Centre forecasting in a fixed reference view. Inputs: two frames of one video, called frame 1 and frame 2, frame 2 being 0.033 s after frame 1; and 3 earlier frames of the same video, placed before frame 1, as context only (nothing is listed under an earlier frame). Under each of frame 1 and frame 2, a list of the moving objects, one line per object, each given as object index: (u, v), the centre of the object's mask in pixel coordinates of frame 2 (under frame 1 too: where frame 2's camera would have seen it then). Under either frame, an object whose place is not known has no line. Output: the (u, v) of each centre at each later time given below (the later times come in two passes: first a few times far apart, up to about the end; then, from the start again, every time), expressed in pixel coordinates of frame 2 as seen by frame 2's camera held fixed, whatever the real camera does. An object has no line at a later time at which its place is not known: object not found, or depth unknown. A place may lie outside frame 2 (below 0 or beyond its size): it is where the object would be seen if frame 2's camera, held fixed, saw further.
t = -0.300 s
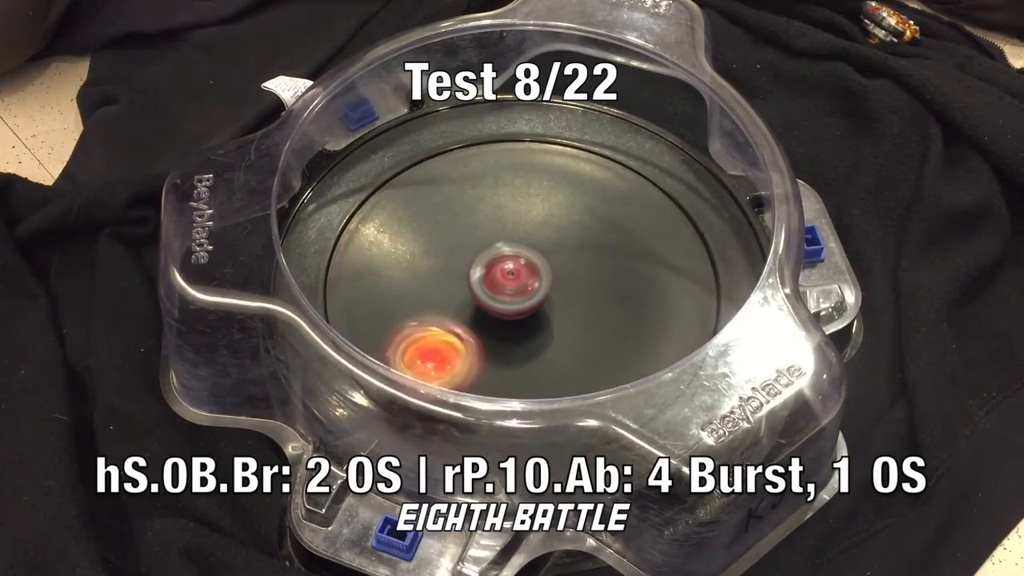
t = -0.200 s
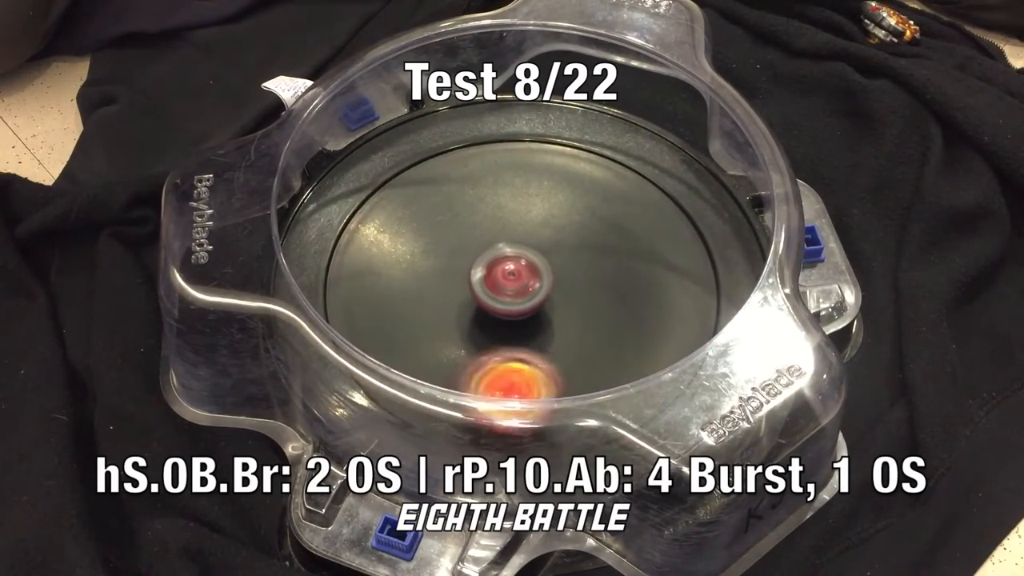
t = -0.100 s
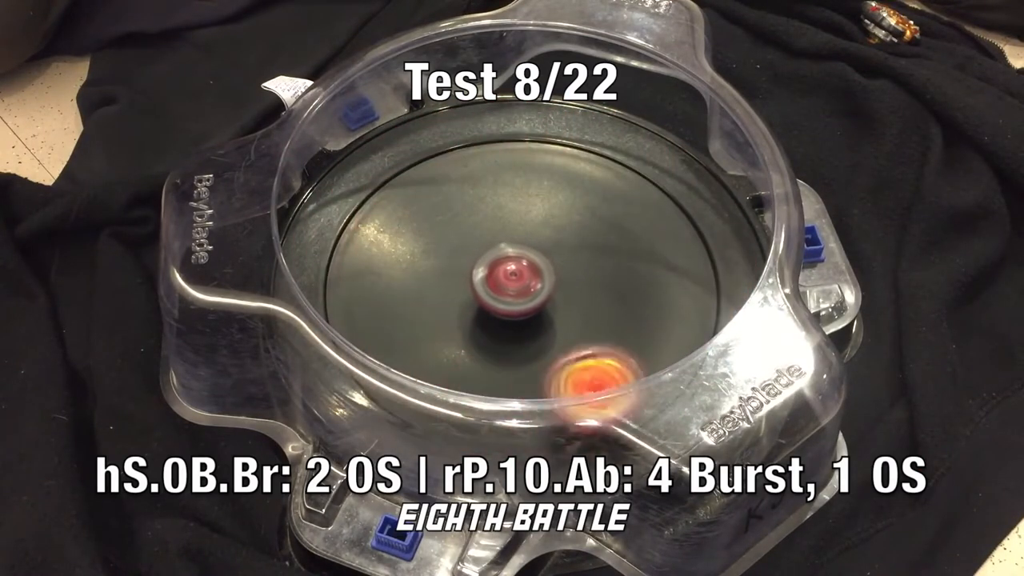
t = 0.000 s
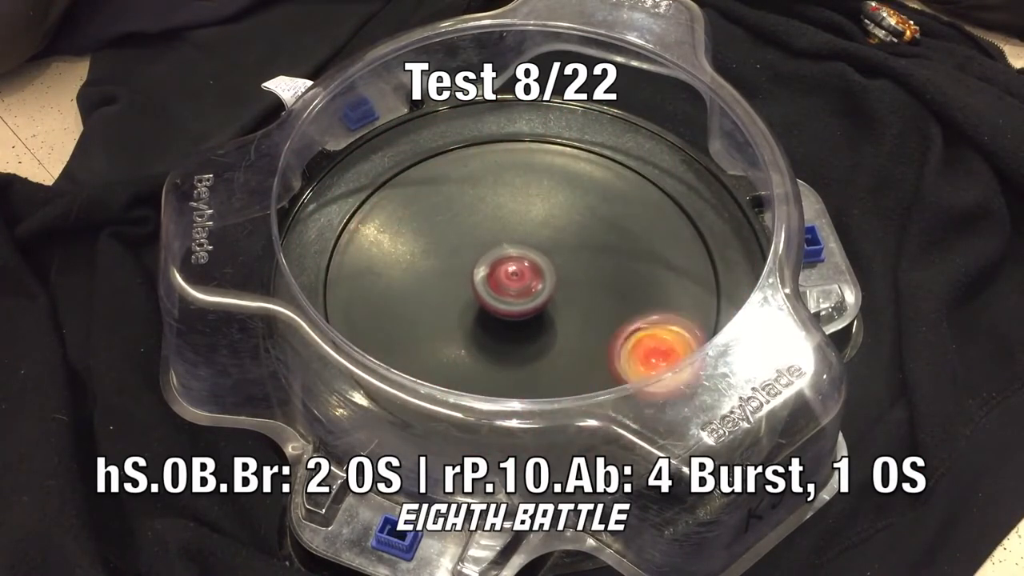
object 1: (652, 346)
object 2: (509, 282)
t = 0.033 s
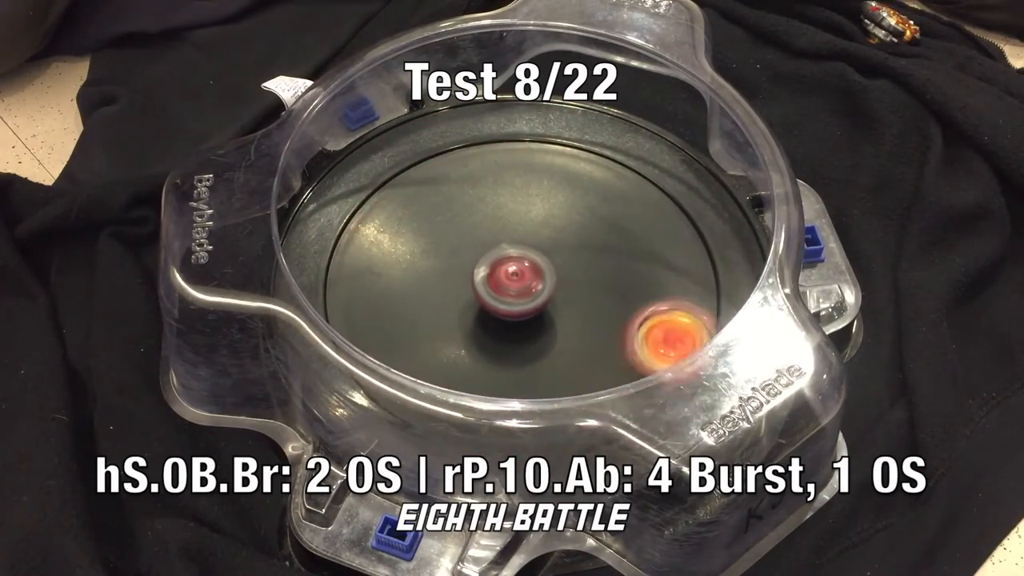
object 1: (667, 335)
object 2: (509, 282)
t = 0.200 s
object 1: (686, 266)
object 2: (509, 284)
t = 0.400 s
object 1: (608, 203)
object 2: (510, 285)
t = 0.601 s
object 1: (481, 211)
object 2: (510, 286)
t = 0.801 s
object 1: (412, 286)
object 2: (509, 285)
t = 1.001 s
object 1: (472, 356)
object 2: (509, 283)
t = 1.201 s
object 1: (576, 335)
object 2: (507, 282)
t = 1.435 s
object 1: (594, 251)
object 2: (502, 273)
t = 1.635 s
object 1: (574, 215)
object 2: (469, 267)
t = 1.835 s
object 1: (558, 219)
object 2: (434, 270)
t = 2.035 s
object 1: (569, 236)
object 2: (410, 283)
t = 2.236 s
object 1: (551, 270)
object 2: (455, 281)
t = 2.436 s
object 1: (681, 270)
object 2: (402, 284)
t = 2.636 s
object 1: (686, 276)
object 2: (433, 300)
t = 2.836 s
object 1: (611, 293)
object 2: (488, 316)
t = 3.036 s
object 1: (574, 296)
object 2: (475, 316)
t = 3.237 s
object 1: (559, 293)
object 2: (460, 306)
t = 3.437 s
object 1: (551, 290)
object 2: (453, 283)
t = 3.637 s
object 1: (550, 290)
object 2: (458, 253)
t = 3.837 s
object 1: (541, 290)
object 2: (467, 231)
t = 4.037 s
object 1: (540, 298)
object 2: (483, 218)
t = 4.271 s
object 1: (519, 316)
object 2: (507, 205)
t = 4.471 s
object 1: (509, 326)
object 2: (530, 216)
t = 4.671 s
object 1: (497, 305)
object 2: (547, 242)
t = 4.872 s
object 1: (478, 315)
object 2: (551, 253)
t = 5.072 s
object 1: (476, 299)
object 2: (557, 271)
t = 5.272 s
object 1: (473, 279)
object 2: (558, 288)
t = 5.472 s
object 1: (474, 254)
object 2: (568, 304)
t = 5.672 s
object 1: (500, 249)
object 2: (555, 308)
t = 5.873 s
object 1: (506, 223)
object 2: (552, 330)
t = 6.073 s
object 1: (514, 234)
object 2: (534, 337)
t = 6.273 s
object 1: (532, 251)
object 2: (512, 333)
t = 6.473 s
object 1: (538, 257)
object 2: (488, 325)
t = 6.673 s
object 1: (540, 261)
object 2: (466, 314)
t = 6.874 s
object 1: (541, 264)
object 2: (453, 302)
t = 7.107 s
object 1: (546, 266)
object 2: (447, 288)
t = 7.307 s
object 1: (576, 265)
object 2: (439, 273)
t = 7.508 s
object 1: (561, 271)
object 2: (450, 265)
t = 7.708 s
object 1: (558, 283)
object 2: (461, 259)
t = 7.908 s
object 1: (564, 298)
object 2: (465, 245)
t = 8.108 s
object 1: (555, 303)
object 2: (467, 239)
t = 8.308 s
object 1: (535, 304)
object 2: (476, 238)
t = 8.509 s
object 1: (531, 309)
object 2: (489, 234)
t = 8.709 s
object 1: (534, 316)
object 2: (498, 228)
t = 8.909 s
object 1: (524, 303)
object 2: (508, 231)
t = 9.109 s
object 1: (523, 310)
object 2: (519, 237)
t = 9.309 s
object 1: (518, 321)
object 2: (529, 240)
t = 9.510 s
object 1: (513, 310)
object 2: (537, 244)
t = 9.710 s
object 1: (500, 309)
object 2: (541, 247)
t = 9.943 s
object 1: (493, 305)
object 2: (544, 247)
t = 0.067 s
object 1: (678, 322)
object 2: (509, 283)
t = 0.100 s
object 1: (686, 309)
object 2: (509, 283)
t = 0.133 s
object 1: (690, 296)
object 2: (509, 283)
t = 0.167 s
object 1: (691, 280)
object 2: (509, 283)
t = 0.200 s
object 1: (686, 266)
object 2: (509, 284)
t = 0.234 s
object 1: (680, 253)
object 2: (510, 284)
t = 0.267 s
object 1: (669, 240)
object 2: (510, 284)
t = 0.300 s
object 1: (657, 229)
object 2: (510, 285)
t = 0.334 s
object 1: (641, 218)
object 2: (510, 285)
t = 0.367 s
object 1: (626, 210)
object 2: (510, 285)
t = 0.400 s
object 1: (608, 203)
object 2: (510, 285)
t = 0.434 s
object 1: (587, 199)
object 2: (511, 285)
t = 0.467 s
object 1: (565, 198)
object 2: (510, 286)
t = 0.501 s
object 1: (544, 196)
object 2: (511, 285)
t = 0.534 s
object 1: (522, 198)
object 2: (510, 286)
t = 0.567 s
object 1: (500, 204)
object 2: (511, 285)
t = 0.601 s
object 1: (481, 211)
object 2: (510, 286)
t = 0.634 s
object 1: (462, 220)
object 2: (510, 286)
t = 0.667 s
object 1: (446, 230)
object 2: (511, 285)
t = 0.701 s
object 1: (431, 243)
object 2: (510, 285)
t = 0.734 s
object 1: (421, 256)
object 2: (509, 285)
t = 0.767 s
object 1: (414, 271)
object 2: (509, 285)
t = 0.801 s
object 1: (412, 286)
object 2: (509, 285)
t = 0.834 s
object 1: (413, 302)
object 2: (509, 285)
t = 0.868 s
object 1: (418, 316)
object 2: (509, 284)
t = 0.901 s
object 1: (427, 330)
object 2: (509, 284)
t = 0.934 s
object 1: (439, 340)
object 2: (509, 284)
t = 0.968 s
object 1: (455, 350)
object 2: (509, 284)
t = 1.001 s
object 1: (472, 356)
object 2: (509, 283)
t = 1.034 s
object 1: (491, 359)
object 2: (509, 283)
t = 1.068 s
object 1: (510, 361)
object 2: (509, 283)
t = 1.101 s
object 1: (528, 360)
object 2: (509, 282)
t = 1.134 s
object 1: (546, 354)
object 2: (508, 282)
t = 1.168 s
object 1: (562, 347)
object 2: (508, 282)
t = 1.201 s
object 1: (576, 335)
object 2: (507, 282)
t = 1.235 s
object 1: (587, 323)
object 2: (507, 282)
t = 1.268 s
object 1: (595, 309)
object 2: (506, 281)
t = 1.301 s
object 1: (602, 297)
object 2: (504, 279)
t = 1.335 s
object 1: (604, 284)
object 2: (502, 277)
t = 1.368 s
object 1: (604, 272)
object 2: (501, 276)
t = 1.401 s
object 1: (600, 261)
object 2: (501, 274)
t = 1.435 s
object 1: (594, 251)
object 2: (502, 273)
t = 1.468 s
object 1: (589, 243)
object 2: (497, 271)
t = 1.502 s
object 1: (589, 235)
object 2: (491, 270)
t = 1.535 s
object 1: (588, 227)
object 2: (483, 271)
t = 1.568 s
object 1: (585, 221)
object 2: (477, 270)
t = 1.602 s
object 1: (580, 217)
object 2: (472, 268)
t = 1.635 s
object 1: (574, 215)
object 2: (469, 267)
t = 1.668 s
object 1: (568, 213)
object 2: (466, 265)
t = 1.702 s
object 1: (560, 215)
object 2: (466, 263)
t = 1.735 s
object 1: (552, 217)
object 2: (464, 261)
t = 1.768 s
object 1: (543, 221)
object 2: (460, 261)
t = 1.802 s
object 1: (550, 221)
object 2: (449, 265)
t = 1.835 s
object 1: (558, 219)
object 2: (434, 270)
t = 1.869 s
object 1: (564, 220)
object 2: (419, 275)
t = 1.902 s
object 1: (568, 221)
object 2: (411, 279)
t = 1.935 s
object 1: (570, 223)
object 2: (406, 280)
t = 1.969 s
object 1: (571, 227)
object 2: (404, 281)
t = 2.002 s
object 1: (571, 231)
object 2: (406, 282)
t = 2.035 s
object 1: (569, 236)
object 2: (410, 283)
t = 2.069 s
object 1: (567, 241)
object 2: (415, 284)
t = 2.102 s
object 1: (564, 247)
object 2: (421, 285)
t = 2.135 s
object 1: (560, 253)
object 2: (430, 285)
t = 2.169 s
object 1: (556, 259)
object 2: (439, 284)
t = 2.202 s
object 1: (552, 265)
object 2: (450, 283)
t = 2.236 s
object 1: (551, 270)
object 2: (455, 281)
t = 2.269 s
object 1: (575, 273)
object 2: (442, 283)
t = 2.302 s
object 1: (603, 272)
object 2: (421, 282)
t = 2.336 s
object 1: (627, 271)
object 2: (408, 281)
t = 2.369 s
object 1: (648, 271)
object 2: (400, 281)
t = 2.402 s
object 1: (666, 270)
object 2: (398, 283)
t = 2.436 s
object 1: (681, 270)
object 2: (402, 284)
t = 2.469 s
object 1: (693, 270)
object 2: (406, 286)
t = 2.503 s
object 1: (703, 271)
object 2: (408, 289)
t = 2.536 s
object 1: (707, 272)
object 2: (413, 291)
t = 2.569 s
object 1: (702, 274)
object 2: (420, 294)
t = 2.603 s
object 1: (695, 274)
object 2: (426, 297)
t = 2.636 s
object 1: (686, 276)
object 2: (433, 300)
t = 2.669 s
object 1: (677, 277)
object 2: (441, 304)
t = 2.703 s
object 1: (667, 280)
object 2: (450, 308)
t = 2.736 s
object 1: (655, 283)
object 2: (459, 311)
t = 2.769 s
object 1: (642, 286)
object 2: (469, 313)
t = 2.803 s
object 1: (628, 289)
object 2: (478, 315)
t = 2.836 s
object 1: (611, 293)
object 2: (488, 316)
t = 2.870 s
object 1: (595, 296)
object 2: (496, 317)
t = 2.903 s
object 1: (593, 296)
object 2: (489, 318)
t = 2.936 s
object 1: (590, 295)
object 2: (483, 318)
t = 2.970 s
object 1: (584, 296)
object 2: (481, 318)
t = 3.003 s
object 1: (577, 297)
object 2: (480, 317)
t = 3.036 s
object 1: (574, 296)
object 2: (475, 316)
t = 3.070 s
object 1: (571, 296)
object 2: (472, 316)
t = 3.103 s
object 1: (568, 295)
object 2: (470, 314)
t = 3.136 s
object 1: (568, 294)
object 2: (464, 313)
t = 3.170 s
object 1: (567, 293)
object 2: (464, 310)
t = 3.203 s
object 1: (563, 293)
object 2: (461, 309)
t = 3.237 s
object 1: (559, 293)
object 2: (460, 306)
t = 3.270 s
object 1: (559, 292)
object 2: (458, 302)
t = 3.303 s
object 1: (557, 292)
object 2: (458, 299)
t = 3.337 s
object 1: (556, 292)
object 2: (455, 295)
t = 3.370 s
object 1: (556, 292)
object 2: (454, 292)
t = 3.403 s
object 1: (554, 291)
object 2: (453, 287)
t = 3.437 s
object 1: (551, 290)
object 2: (453, 283)
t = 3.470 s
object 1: (552, 290)
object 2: (450, 277)
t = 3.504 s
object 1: (552, 289)
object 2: (451, 272)
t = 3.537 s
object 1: (551, 288)
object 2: (452, 268)
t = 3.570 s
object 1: (547, 287)
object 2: (455, 264)
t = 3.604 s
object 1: (549, 288)
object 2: (458, 258)
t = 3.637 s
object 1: (550, 290)
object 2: (458, 253)
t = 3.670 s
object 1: (550, 289)
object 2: (455, 249)
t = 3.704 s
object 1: (549, 289)
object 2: (458, 245)
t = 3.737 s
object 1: (546, 288)
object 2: (465, 242)
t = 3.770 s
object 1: (543, 287)
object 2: (465, 240)
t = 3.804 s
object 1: (539, 286)
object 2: (468, 237)
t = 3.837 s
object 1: (541, 290)
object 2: (467, 231)
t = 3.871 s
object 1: (544, 295)
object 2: (472, 227)
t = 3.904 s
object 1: (545, 297)
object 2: (475, 223)
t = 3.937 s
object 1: (544, 299)
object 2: (478, 221)
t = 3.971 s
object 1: (543, 299)
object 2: (482, 219)
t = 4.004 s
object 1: (542, 299)
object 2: (481, 219)
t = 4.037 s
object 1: (540, 298)
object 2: (483, 218)
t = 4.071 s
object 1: (537, 296)
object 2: (491, 219)
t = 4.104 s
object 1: (534, 295)
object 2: (494, 220)
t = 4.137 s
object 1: (530, 293)
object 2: (497, 221)
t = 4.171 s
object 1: (526, 291)
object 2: (500, 222)
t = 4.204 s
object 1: (523, 297)
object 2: (500, 216)
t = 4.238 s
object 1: (521, 308)
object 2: (503, 209)
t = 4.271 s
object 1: (519, 316)
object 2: (507, 205)
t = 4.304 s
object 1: (516, 323)
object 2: (510, 205)
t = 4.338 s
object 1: (514, 327)
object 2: (514, 205)
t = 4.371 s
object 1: (513, 329)
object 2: (519, 207)
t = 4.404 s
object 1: (511, 329)
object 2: (522, 210)
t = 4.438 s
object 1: (510, 328)
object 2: (527, 213)
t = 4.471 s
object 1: (509, 326)
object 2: (530, 216)
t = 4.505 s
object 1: (508, 323)
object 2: (534, 219)
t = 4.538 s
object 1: (506, 318)
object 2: (537, 224)
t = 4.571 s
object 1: (505, 313)
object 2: (539, 229)
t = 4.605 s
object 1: (504, 308)
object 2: (542, 235)
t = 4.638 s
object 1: (502, 304)
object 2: (543, 241)
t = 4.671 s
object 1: (497, 305)
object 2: (547, 242)
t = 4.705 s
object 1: (490, 311)
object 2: (550, 241)
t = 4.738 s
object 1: (484, 315)
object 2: (550, 242)
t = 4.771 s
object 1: (480, 317)
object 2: (551, 244)
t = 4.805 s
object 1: (478, 318)
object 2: (551, 247)
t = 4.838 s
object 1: (477, 317)
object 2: (552, 249)
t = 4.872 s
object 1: (478, 315)
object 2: (551, 253)
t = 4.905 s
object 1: (479, 312)
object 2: (551, 256)
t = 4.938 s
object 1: (481, 309)
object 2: (551, 259)
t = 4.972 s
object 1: (482, 306)
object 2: (551, 262)
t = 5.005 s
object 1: (479, 304)
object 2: (555, 264)
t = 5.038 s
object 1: (477, 301)
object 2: (556, 268)
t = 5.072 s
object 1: (476, 299)
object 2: (557, 271)
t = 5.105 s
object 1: (475, 295)
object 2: (559, 273)
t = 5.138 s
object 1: (471, 292)
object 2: (562, 276)
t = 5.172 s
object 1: (469, 289)
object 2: (559, 280)
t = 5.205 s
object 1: (470, 286)
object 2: (559, 283)
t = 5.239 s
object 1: (471, 282)
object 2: (558, 285)
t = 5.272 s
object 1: (473, 279)
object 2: (558, 288)
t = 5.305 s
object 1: (474, 275)
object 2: (558, 290)
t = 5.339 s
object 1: (470, 270)
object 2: (563, 293)
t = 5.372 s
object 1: (469, 265)
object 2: (566, 296)
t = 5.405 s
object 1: (469, 260)
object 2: (567, 299)
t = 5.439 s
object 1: (470, 257)
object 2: (568, 302)
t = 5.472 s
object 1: (474, 254)
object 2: (568, 304)
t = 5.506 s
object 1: (477, 252)
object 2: (567, 306)
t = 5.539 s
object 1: (481, 250)
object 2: (566, 307)
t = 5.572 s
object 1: (486, 249)
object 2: (563, 308)
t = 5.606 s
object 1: (490, 248)
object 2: (561, 308)
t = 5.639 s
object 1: (495, 248)
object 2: (558, 308)
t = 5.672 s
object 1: (500, 249)
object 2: (555, 308)
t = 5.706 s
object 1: (504, 248)
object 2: (552, 308)
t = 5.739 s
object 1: (507, 246)
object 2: (551, 310)
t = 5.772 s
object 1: (510, 244)
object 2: (548, 310)
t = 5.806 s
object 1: (509, 237)
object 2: (556, 316)
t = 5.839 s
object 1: (507, 228)
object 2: (553, 325)
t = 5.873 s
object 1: (506, 223)
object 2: (552, 330)
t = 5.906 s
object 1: (505, 220)
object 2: (549, 333)
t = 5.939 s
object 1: (506, 221)
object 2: (547, 335)
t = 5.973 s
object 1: (507, 223)
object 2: (544, 336)
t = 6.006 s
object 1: (509, 225)
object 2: (541, 337)
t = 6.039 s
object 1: (511, 230)
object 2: (537, 337)
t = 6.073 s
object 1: (514, 234)
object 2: (534, 337)
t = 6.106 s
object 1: (517, 239)
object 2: (531, 336)
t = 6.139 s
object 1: (520, 244)
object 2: (532, 333)
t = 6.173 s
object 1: (523, 249)
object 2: (523, 333)
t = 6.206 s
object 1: (526, 253)
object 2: (524, 329)
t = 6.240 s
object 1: (529, 253)
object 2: (519, 329)
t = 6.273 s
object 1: (532, 251)
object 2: (512, 333)
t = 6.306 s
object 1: (533, 250)
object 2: (508, 333)
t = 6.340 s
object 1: (534, 251)
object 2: (504, 331)
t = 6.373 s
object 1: (535, 253)
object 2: (500, 330)
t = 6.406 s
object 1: (535, 255)
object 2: (496, 327)
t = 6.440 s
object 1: (536, 257)
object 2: (492, 325)
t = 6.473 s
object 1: (538, 257)
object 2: (488, 325)
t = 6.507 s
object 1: (538, 258)
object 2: (484, 323)
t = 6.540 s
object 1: (540, 259)
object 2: (480, 322)
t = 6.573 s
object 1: (540, 259)
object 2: (475, 321)
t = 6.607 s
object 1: (540, 260)
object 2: (472, 318)
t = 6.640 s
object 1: (540, 261)
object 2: (470, 316)
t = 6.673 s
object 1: (540, 261)
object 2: (466, 314)
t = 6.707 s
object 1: (541, 261)
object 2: (464, 312)
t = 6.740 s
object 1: (540, 262)
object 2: (461, 310)
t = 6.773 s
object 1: (540, 263)
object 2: (459, 307)
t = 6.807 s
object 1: (540, 264)
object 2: (457, 305)
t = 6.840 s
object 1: (540, 264)
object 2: (456, 303)
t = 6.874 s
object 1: (541, 264)
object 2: (453, 302)
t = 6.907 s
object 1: (542, 264)
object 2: (452, 300)
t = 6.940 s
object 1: (541, 264)
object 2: (451, 298)
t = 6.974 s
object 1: (541, 265)
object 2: (451, 296)
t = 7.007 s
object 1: (544, 265)
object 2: (447, 294)
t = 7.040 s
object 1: (546, 265)
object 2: (445, 291)
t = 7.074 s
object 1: (547, 265)
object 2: (445, 289)
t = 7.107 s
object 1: (546, 266)
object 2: (447, 288)
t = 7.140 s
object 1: (544, 266)
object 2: (449, 286)
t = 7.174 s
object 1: (546, 267)
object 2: (448, 283)
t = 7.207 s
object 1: (559, 266)
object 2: (440, 281)
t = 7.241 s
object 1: (568, 265)
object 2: (436, 278)
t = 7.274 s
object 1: (574, 264)
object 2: (435, 275)
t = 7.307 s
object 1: (576, 265)
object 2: (439, 273)
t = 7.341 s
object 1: (577, 264)
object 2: (437, 272)
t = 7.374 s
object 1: (576, 265)
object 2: (438, 271)
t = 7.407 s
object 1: (573, 266)
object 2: (440, 269)
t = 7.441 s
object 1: (570, 267)
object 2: (443, 268)
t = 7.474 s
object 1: (566, 269)
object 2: (446, 266)
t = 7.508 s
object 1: (561, 271)
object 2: (450, 265)
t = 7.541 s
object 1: (557, 272)
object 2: (454, 264)
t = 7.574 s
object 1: (554, 275)
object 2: (457, 263)
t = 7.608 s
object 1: (558, 277)
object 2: (455, 262)
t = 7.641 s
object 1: (560, 280)
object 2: (456, 261)
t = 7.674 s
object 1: (560, 282)
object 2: (458, 260)
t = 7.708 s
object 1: (558, 283)
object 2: (461, 259)
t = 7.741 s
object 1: (556, 284)
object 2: (465, 259)
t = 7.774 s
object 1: (554, 286)
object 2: (467, 257)
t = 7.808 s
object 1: (553, 288)
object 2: (468, 256)
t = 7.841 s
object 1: (551, 289)
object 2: (470, 254)
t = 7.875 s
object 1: (557, 294)
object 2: (464, 247)
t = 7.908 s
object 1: (564, 298)
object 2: (465, 245)
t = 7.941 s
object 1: (566, 301)
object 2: (465, 243)
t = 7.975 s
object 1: (567, 303)
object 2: (466, 241)
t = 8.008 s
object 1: (565, 303)
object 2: (467, 241)
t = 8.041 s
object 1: (563, 304)
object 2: (466, 240)
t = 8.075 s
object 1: (559, 303)
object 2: (470, 239)
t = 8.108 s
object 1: (555, 303)
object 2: (467, 239)
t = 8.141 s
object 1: (551, 302)
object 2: (473, 240)
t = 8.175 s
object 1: (546, 301)
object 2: (475, 240)
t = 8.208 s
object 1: (542, 300)
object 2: (474, 241)
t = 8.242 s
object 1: (537, 299)
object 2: (476, 242)
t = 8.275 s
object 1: (533, 299)
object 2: (477, 242)
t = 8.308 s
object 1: (535, 304)
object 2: (476, 238)
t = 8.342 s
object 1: (534, 307)
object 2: (482, 238)
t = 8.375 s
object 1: (533, 307)
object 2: (480, 238)
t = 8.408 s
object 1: (531, 307)
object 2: (486, 239)
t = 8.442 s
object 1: (529, 306)
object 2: (488, 240)
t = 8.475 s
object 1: (528, 304)
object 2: (491, 240)
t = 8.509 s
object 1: (531, 309)
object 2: (489, 234)
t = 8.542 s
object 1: (532, 316)
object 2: (490, 231)
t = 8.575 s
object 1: (534, 320)
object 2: (491, 229)
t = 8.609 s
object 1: (535, 321)
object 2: (492, 229)
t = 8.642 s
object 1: (535, 320)
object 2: (494, 228)
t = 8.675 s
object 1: (535, 318)
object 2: (496, 229)
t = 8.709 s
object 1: (534, 316)
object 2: (498, 228)
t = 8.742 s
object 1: (532, 313)
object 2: (499, 228)
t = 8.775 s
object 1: (531, 310)
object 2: (502, 229)
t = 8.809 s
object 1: (530, 306)
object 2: (502, 230)
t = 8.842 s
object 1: (528, 302)
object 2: (504, 231)
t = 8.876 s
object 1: (525, 300)
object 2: (506, 231)
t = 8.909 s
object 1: (524, 303)
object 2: (508, 231)
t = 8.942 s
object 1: (523, 305)
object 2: (510, 232)
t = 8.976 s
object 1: (523, 306)
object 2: (512, 233)
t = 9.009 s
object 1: (523, 306)
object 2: (514, 235)
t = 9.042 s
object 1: (523, 305)
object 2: (516, 236)
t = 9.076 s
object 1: (523, 307)
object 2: (518, 236)
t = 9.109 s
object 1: (523, 310)
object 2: (519, 237)
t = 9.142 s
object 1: (523, 310)
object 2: (521, 238)
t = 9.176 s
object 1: (523, 310)
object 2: (524, 242)
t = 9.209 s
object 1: (523, 311)
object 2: (524, 242)
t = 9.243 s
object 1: (521, 316)
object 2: (526, 240)
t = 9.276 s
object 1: (520, 320)
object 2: (527, 240)
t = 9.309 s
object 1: (518, 321)
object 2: (529, 240)
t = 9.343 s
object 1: (518, 321)
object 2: (531, 239)
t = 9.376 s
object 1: (517, 320)
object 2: (532, 240)
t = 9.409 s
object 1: (517, 318)
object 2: (534, 241)
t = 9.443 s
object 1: (516, 315)
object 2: (535, 243)
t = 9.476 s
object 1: (514, 312)
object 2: (536, 244)
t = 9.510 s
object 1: (513, 310)
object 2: (537, 244)
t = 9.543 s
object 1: (510, 312)
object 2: (537, 244)
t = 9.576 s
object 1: (507, 312)
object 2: (538, 246)
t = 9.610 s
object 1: (505, 311)
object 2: (539, 246)
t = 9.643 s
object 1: (503, 310)
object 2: (539, 247)
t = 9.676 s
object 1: (503, 309)
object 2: (540, 247)
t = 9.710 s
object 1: (500, 309)
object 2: (541, 247)
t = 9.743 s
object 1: (497, 310)
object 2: (540, 247)
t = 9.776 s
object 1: (496, 308)
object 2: (542, 248)
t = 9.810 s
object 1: (496, 308)
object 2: (543, 248)
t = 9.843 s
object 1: (497, 306)
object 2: (543, 248)
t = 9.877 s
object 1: (495, 305)
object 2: (543, 247)
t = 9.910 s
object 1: (493, 306)
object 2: (544, 246)
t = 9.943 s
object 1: (493, 305)
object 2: (544, 247)
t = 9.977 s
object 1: (494, 304)
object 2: (544, 247)
